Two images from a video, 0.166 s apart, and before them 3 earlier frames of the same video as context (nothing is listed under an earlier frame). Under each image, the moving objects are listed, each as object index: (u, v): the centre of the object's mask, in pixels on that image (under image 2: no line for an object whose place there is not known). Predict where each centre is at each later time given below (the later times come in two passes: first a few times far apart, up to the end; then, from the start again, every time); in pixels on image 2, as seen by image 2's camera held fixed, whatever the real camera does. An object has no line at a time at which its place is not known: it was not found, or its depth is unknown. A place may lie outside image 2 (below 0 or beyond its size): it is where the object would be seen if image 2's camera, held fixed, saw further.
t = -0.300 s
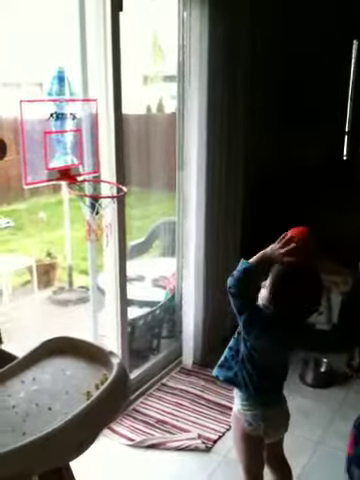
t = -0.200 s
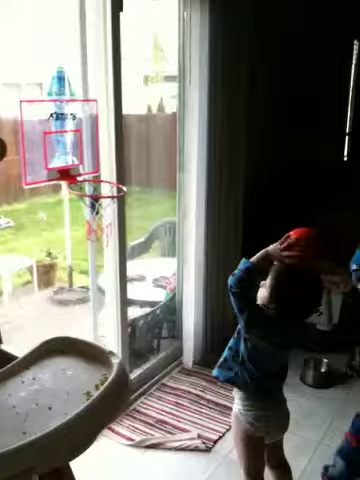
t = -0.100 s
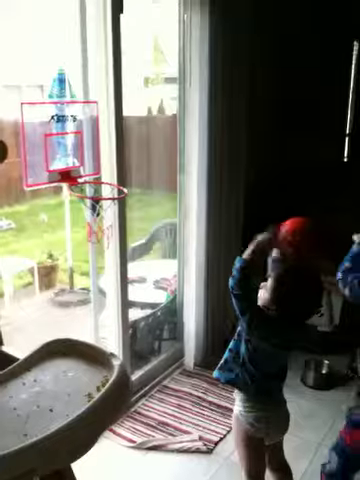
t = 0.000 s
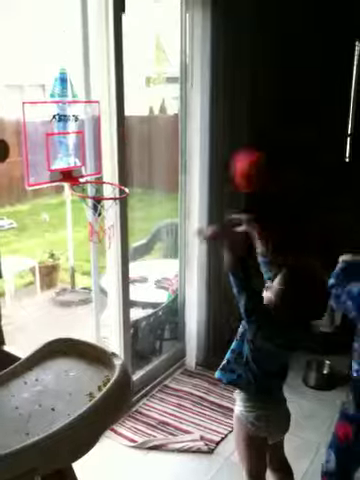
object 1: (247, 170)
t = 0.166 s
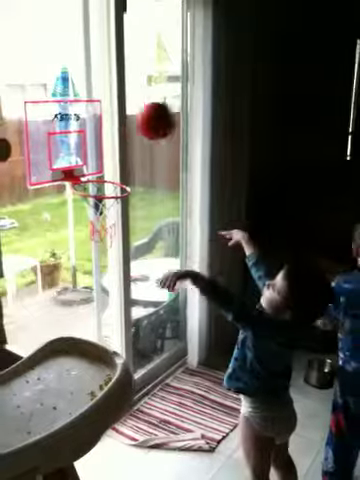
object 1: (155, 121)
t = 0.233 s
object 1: (120, 128)
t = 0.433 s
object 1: (88, 178)
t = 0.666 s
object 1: (157, 233)
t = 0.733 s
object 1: (178, 274)
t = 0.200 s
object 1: (137, 123)
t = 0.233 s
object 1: (120, 128)
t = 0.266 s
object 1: (102, 138)
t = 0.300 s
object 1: (86, 148)
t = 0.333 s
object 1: (71, 164)
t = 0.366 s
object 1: (75, 171)
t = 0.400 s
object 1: (81, 174)
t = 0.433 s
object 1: (88, 178)
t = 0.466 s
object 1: (97, 180)
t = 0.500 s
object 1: (107, 184)
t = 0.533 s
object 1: (117, 188)
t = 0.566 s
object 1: (127, 195)
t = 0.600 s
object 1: (136, 204)
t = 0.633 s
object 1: (146, 217)
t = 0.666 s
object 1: (157, 233)
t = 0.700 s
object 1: (167, 250)
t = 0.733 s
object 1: (178, 274)
